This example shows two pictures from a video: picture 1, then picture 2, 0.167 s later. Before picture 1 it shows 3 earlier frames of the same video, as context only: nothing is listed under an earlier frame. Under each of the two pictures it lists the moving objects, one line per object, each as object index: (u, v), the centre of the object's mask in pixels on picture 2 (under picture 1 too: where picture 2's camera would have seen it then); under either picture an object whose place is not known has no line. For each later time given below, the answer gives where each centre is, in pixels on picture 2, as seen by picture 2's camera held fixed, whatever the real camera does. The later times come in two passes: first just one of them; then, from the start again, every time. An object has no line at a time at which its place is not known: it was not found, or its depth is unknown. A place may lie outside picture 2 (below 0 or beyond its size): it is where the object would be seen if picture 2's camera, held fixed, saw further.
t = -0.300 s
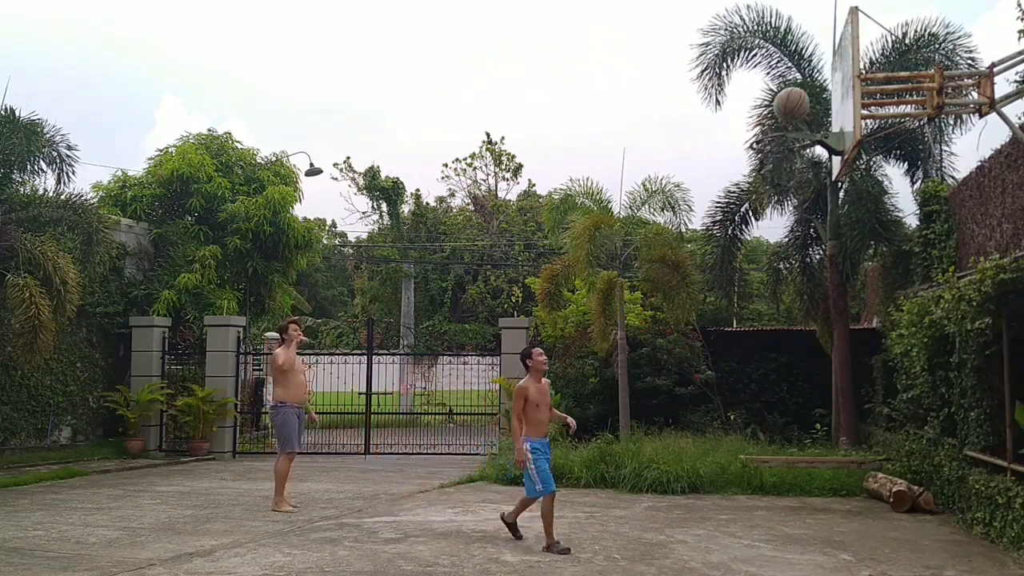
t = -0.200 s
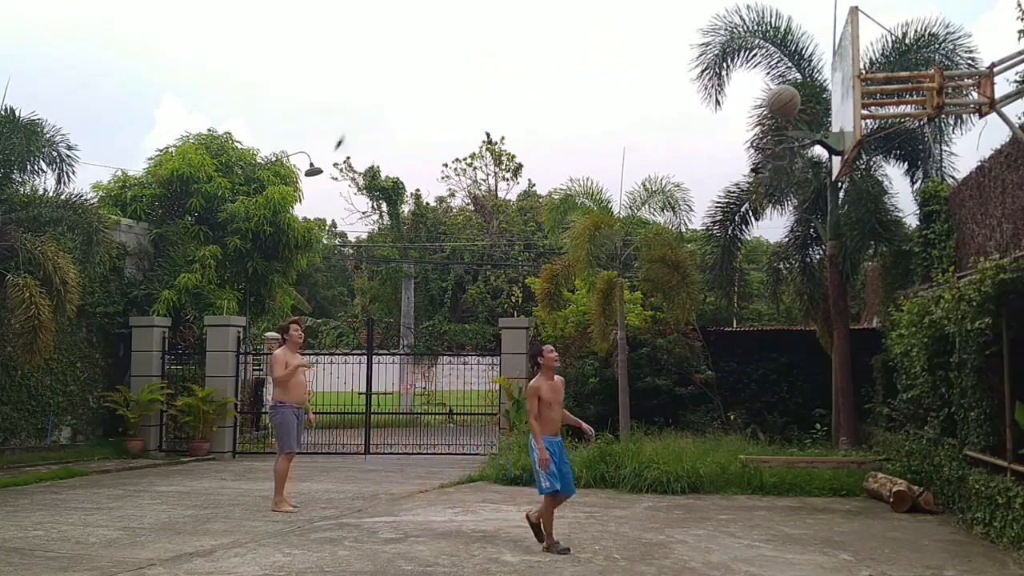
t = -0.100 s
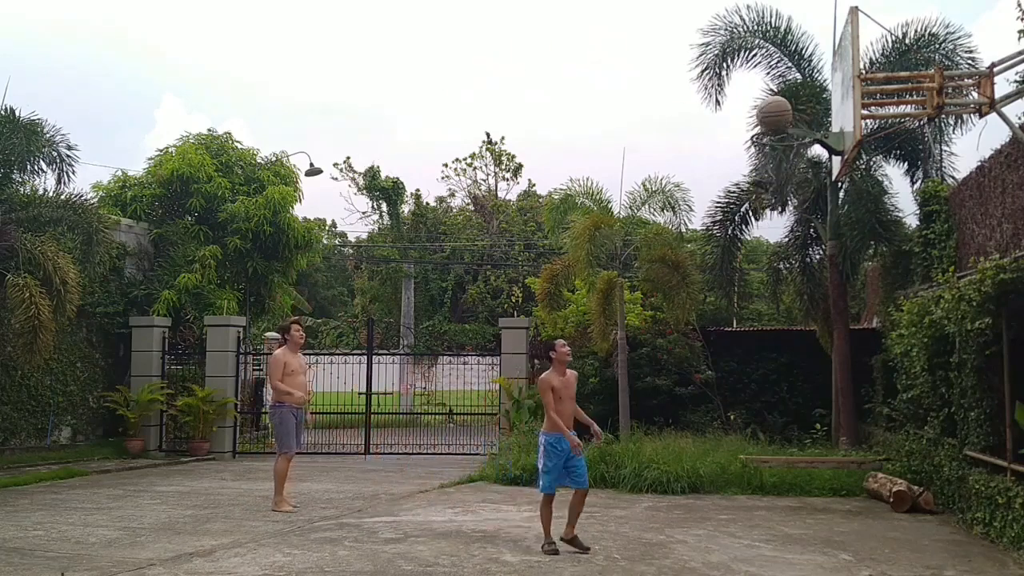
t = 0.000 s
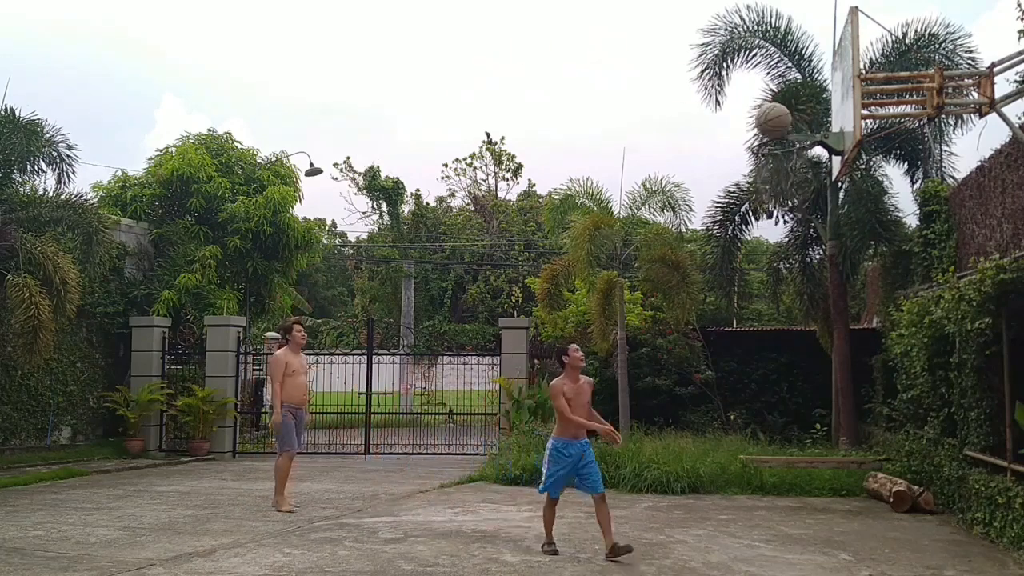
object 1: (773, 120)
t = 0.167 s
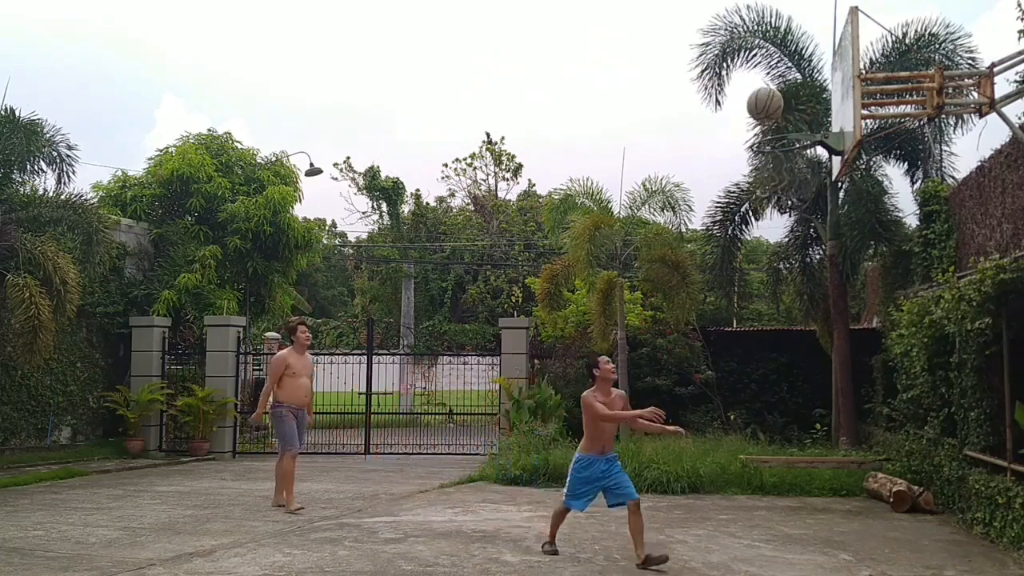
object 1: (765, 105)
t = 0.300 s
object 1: (758, 116)
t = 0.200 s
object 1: (763, 105)
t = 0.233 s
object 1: (762, 107)
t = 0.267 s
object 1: (760, 111)
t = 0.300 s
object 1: (758, 116)
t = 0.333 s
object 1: (756, 123)
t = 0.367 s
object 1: (755, 132)
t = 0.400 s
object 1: (752, 142)
